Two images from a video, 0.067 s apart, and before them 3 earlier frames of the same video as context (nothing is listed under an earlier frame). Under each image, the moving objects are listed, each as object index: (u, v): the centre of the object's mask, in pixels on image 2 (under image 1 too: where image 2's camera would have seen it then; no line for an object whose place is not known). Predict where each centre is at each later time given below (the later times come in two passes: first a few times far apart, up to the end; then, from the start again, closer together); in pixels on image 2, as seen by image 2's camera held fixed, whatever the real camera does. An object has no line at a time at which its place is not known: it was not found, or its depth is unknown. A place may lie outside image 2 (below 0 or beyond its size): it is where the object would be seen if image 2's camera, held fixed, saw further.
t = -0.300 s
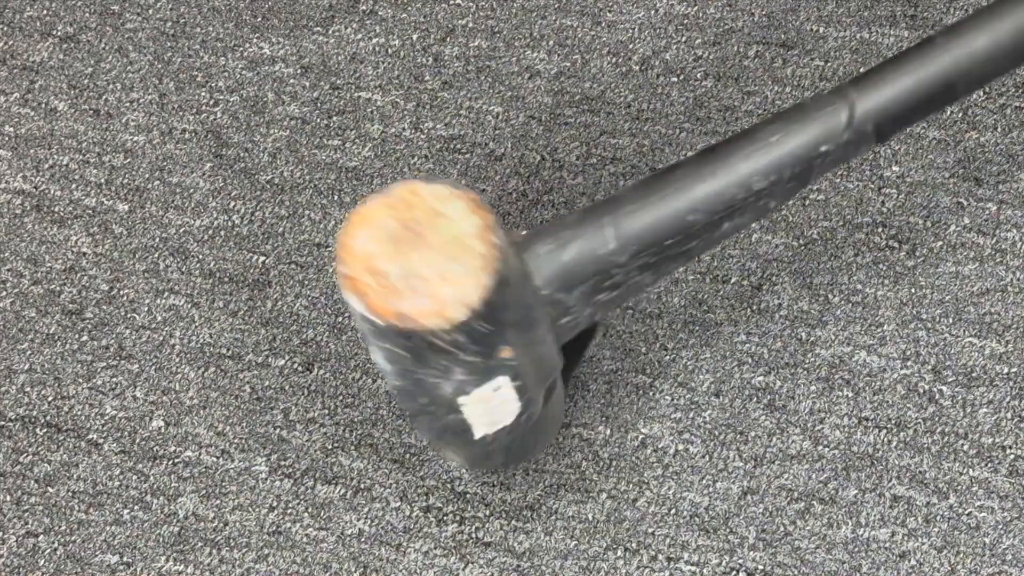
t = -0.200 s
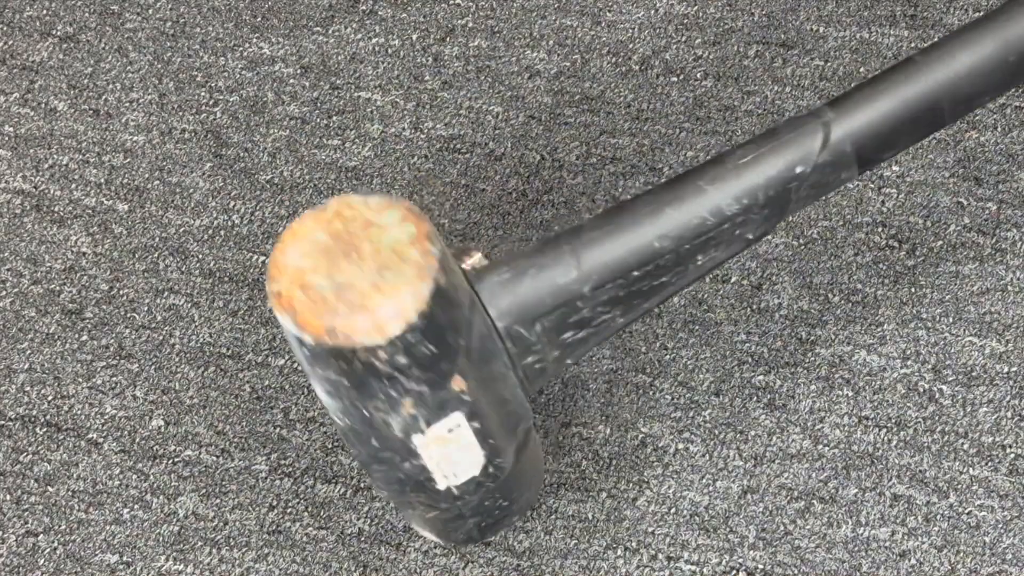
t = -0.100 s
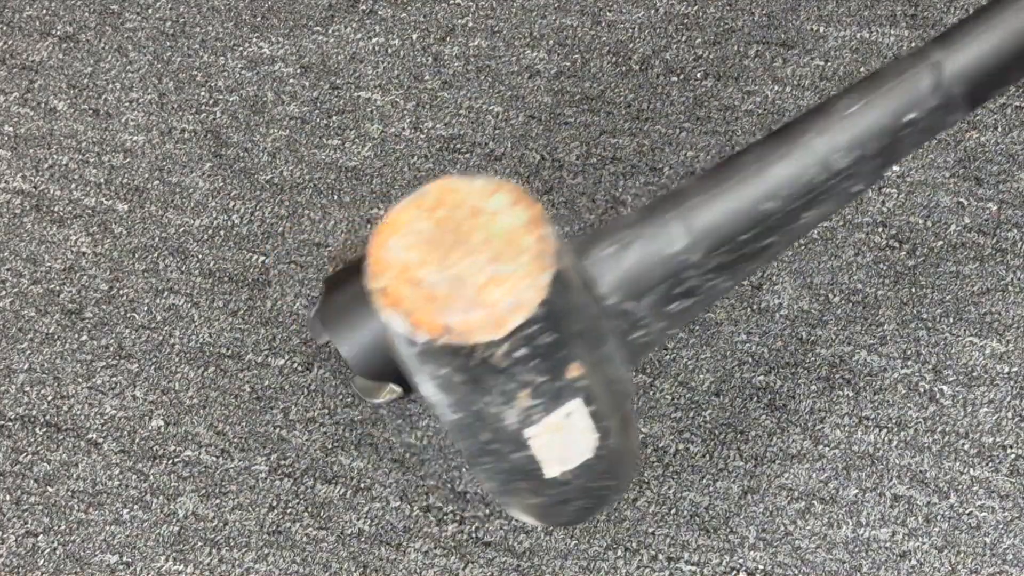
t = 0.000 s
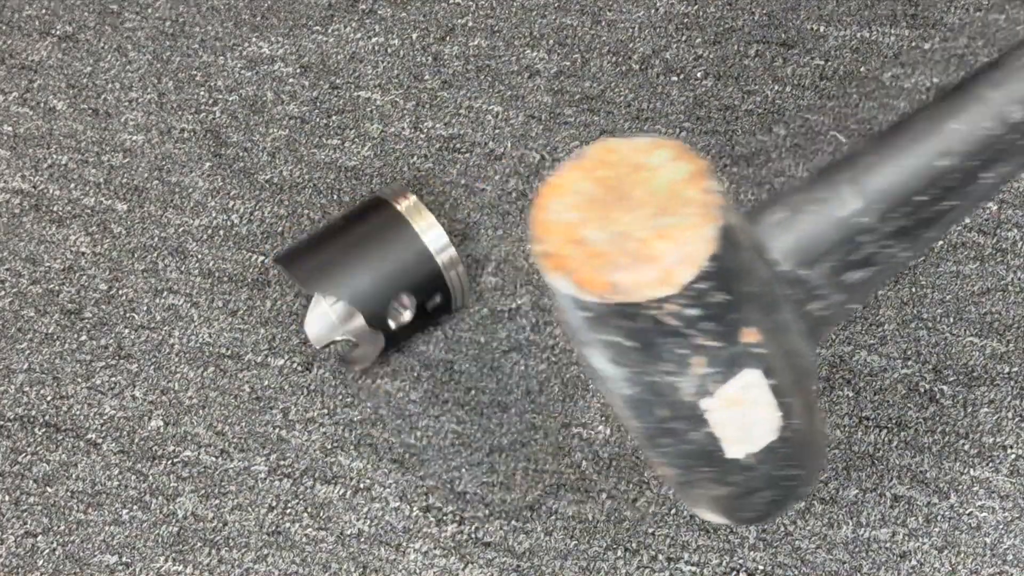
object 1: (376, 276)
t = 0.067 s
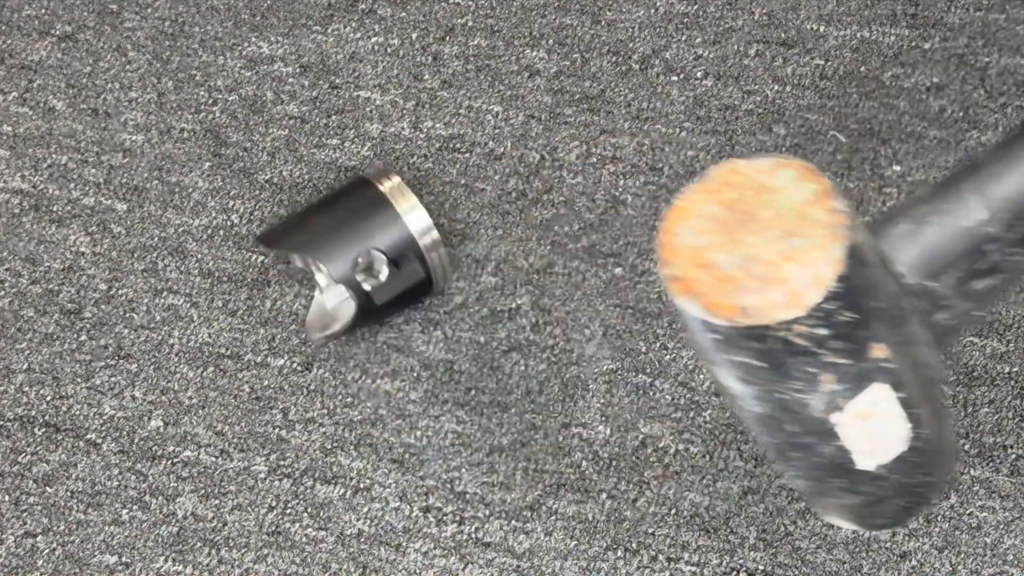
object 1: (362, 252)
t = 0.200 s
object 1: (324, 216)
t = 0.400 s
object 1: (288, 169)
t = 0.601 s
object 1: (265, 128)
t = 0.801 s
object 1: (249, 99)
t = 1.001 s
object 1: (241, 88)
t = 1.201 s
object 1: (242, 90)
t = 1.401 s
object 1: (243, 92)
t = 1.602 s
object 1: (243, 92)
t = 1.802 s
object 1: (242, 92)
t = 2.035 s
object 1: (242, 92)
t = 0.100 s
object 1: (353, 244)
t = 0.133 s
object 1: (343, 235)
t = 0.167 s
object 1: (335, 226)
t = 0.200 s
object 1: (324, 216)
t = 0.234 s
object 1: (317, 206)
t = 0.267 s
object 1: (311, 198)
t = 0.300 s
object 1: (303, 190)
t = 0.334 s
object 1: (297, 183)
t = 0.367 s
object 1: (293, 176)
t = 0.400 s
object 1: (288, 169)
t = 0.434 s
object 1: (282, 162)
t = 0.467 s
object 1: (277, 154)
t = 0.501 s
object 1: (274, 147)
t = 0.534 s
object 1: (270, 141)
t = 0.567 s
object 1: (267, 134)
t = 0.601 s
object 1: (265, 128)
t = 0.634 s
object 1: (262, 122)
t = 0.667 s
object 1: (260, 116)
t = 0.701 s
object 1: (258, 111)
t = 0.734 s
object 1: (254, 106)
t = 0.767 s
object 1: (252, 102)
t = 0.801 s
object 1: (249, 99)
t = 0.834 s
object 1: (246, 96)
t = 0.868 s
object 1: (244, 93)
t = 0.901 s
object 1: (243, 91)
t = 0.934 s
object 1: (242, 90)
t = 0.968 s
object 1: (241, 89)
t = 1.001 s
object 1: (241, 88)
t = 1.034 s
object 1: (240, 88)
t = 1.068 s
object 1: (241, 88)
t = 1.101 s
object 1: (241, 89)
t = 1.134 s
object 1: (241, 89)
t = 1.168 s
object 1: (241, 90)
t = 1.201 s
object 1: (242, 90)
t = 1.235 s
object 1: (242, 91)
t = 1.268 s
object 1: (243, 91)
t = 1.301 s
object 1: (243, 92)
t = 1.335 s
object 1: (243, 92)
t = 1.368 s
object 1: (243, 92)
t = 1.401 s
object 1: (243, 92)
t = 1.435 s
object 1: (243, 92)
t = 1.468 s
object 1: (243, 92)
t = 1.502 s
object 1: (243, 92)
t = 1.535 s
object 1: (243, 92)
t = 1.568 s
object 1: (242, 92)
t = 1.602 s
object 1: (243, 92)
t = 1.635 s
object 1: (243, 92)
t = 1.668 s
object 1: (242, 92)
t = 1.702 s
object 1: (243, 92)
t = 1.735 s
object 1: (242, 92)
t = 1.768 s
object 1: (242, 92)
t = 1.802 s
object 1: (242, 92)
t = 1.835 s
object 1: (243, 92)
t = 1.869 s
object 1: (242, 92)
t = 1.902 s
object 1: (242, 92)
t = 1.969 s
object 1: (242, 92)
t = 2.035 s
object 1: (242, 92)
